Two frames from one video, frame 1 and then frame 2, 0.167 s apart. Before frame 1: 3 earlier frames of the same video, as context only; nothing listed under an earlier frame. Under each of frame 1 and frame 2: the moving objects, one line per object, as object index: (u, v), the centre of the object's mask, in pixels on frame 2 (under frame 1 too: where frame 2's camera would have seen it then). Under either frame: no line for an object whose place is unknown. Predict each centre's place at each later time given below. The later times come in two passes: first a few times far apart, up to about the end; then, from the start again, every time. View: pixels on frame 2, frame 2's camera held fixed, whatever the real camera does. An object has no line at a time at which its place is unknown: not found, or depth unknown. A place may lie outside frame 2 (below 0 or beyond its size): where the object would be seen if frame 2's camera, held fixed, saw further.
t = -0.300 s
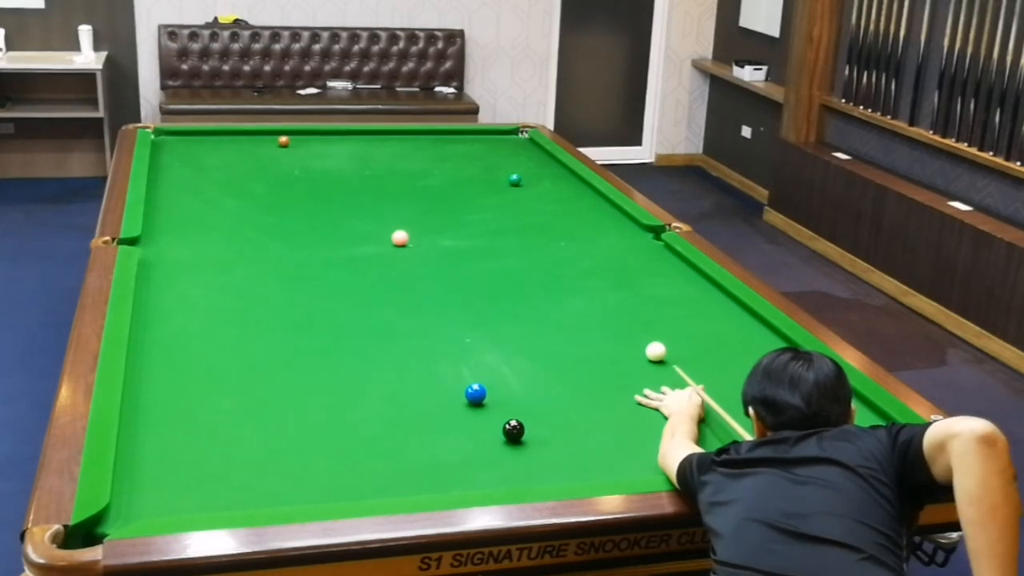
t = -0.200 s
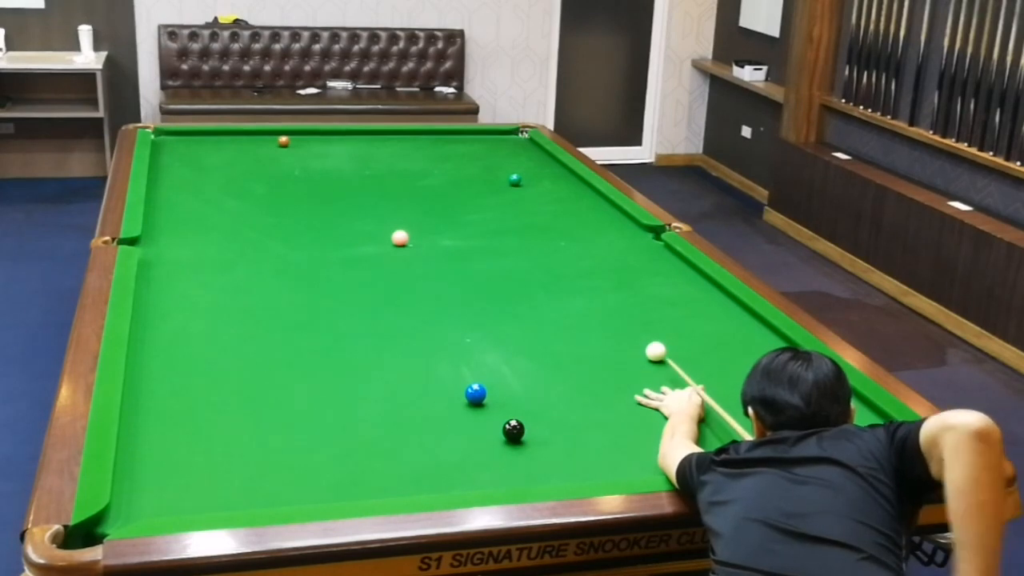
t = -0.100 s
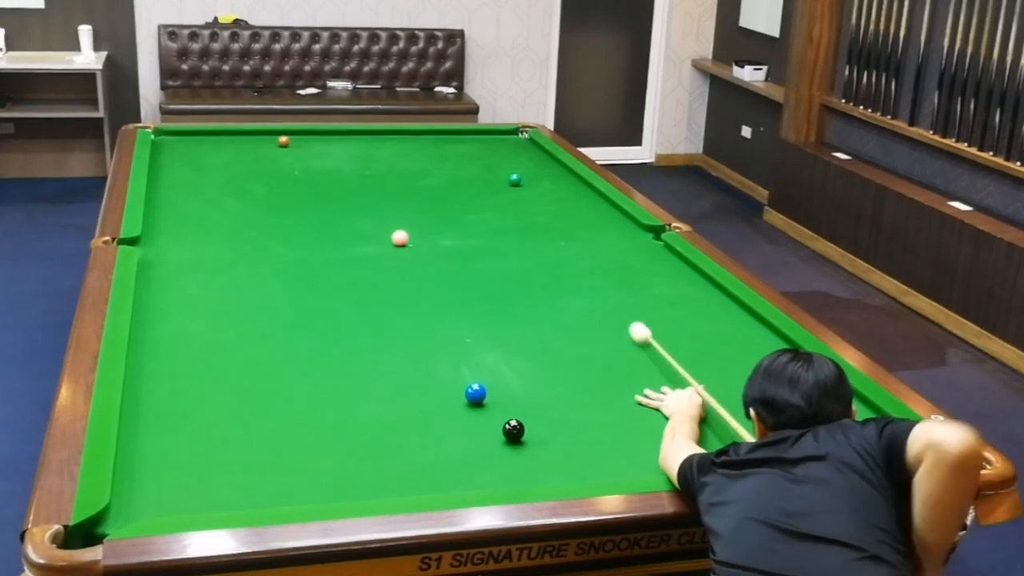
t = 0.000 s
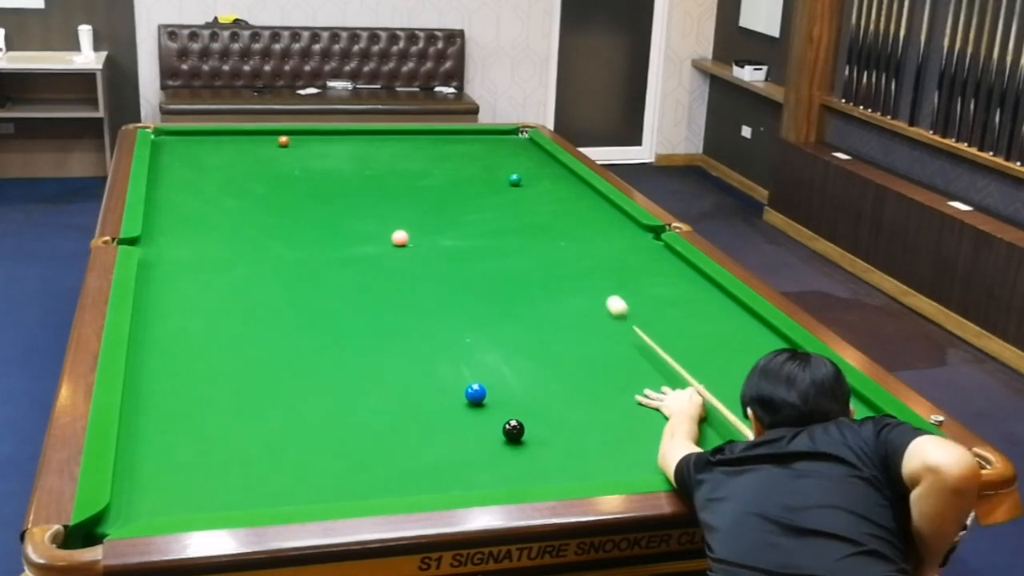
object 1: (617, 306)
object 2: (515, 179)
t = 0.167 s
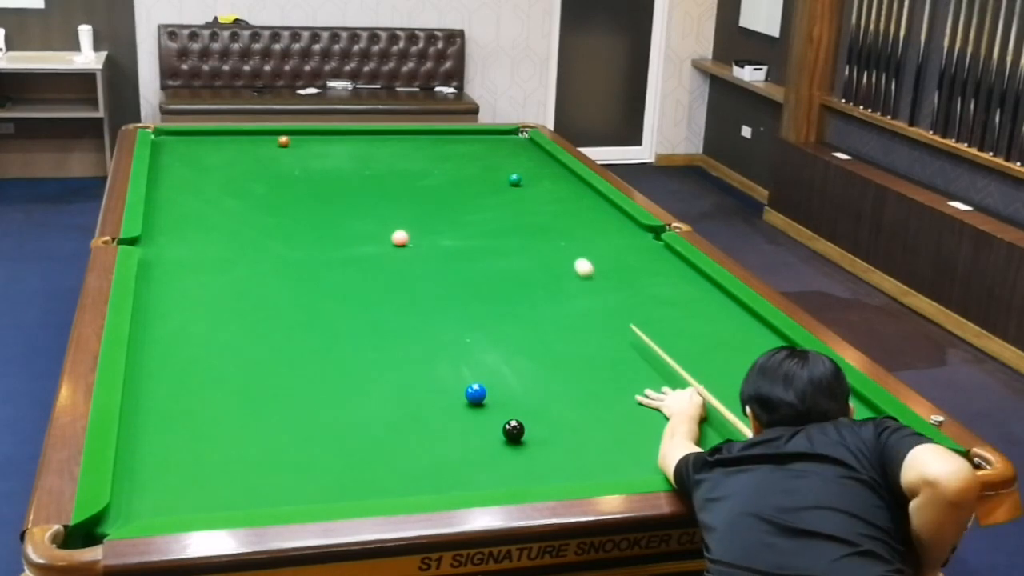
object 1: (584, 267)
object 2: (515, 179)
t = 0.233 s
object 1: (572, 254)
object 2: (515, 179)
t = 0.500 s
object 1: (532, 208)
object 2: (515, 179)
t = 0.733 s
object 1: (498, 179)
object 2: (521, 177)
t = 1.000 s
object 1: (437, 162)
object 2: (550, 163)
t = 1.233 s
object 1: (390, 149)
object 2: (533, 156)
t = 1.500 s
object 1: (342, 134)
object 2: (503, 149)
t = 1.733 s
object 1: (319, 138)
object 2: (478, 144)
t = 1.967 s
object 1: (299, 146)
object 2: (455, 137)
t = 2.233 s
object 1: (275, 156)
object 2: (430, 132)
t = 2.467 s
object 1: (254, 165)
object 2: (417, 134)
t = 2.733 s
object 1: (229, 176)
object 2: (404, 138)
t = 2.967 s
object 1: (206, 186)
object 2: (393, 141)
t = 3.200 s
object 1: (181, 197)
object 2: (383, 145)
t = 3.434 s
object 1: (156, 208)
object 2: (373, 148)
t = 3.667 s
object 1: (161, 216)
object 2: (363, 151)
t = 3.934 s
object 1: (176, 226)
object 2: (352, 154)
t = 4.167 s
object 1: (189, 235)
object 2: (342, 157)
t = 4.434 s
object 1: (205, 244)
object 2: (333, 159)
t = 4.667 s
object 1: (218, 253)
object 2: (324, 162)
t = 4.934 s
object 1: (234, 261)
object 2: (316, 164)
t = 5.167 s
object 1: (247, 270)
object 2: (308, 166)
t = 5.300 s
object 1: (254, 274)
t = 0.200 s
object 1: (577, 260)
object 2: (515, 179)
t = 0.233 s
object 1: (572, 254)
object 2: (515, 179)
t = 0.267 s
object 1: (566, 247)
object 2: (515, 179)
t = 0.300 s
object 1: (561, 241)
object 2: (515, 179)
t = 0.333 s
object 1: (555, 235)
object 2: (515, 179)
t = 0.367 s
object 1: (550, 229)
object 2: (515, 179)
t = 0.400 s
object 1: (546, 224)
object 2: (515, 179)
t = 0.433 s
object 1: (541, 218)
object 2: (515, 179)
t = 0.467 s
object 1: (536, 213)
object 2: (515, 179)
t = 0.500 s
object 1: (532, 208)
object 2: (515, 179)
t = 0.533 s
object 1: (528, 203)
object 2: (515, 179)
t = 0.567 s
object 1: (523, 198)
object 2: (515, 179)
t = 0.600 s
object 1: (520, 193)
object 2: (514, 179)
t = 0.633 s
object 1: (516, 189)
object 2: (514, 178)
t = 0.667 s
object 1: (512, 185)
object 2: (515, 177)
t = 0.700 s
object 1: (506, 181)
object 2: (517, 178)
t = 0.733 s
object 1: (498, 179)
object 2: (521, 177)
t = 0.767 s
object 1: (489, 177)
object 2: (525, 175)
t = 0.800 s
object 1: (481, 175)
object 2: (530, 173)
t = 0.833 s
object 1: (473, 173)
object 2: (534, 171)
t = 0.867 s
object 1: (465, 171)
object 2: (537, 169)
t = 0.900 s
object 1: (458, 169)
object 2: (541, 168)
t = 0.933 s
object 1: (451, 167)
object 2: (544, 166)
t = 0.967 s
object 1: (444, 165)
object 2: (547, 165)
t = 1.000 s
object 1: (437, 162)
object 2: (550, 163)
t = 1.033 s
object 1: (430, 160)
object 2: (553, 162)
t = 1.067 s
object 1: (423, 158)
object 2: (554, 161)
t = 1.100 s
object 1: (416, 157)
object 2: (550, 159)
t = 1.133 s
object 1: (410, 154)
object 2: (545, 159)
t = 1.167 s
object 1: (403, 152)
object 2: (542, 158)
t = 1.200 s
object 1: (397, 151)
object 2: (538, 157)
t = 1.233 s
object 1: (390, 149)
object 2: (533, 156)
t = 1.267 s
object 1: (384, 147)
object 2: (530, 155)
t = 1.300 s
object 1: (378, 145)
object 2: (526, 154)
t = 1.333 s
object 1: (372, 143)
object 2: (522, 153)
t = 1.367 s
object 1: (366, 141)
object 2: (518, 153)
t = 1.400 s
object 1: (360, 139)
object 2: (514, 152)
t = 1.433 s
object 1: (354, 137)
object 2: (510, 151)
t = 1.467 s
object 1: (348, 136)
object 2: (507, 150)
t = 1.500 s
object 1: (342, 134)
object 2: (503, 149)
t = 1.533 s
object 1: (337, 132)
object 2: (499, 148)
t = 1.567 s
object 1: (332, 131)
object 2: (495, 147)
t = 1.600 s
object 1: (330, 132)
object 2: (492, 146)
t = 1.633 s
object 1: (327, 133)
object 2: (489, 146)
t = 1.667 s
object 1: (325, 135)
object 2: (485, 145)
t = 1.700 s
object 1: (322, 136)
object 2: (481, 144)
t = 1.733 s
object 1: (319, 138)
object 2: (478, 144)
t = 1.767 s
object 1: (316, 139)
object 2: (474, 143)
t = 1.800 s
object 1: (313, 140)
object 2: (471, 142)
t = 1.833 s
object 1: (310, 141)
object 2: (468, 141)
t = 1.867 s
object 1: (308, 142)
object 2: (464, 140)
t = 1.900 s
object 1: (305, 143)
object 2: (461, 139)
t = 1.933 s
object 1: (302, 145)
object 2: (458, 138)
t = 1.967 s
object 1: (299, 146)
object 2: (455, 137)
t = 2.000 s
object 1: (296, 147)
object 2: (451, 137)
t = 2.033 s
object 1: (294, 148)
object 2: (448, 136)
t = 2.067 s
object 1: (291, 149)
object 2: (445, 135)
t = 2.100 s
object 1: (287, 151)
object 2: (442, 134)
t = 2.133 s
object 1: (285, 152)
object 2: (439, 134)
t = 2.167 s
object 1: (282, 153)
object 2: (436, 133)
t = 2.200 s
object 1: (279, 154)
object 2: (433, 133)
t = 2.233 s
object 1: (275, 156)
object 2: (430, 132)
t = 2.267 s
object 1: (273, 157)
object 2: (428, 132)
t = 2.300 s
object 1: (270, 158)
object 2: (426, 132)
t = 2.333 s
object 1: (266, 160)
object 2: (424, 133)
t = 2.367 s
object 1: (263, 161)
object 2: (422, 133)
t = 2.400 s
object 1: (260, 162)
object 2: (421, 134)
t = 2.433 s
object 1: (257, 164)
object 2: (419, 134)
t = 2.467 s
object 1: (254, 165)
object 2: (417, 134)
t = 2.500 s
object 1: (251, 166)
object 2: (416, 135)
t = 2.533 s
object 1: (248, 168)
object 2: (414, 135)
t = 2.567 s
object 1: (245, 169)
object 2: (413, 136)
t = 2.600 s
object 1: (242, 171)
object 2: (411, 137)
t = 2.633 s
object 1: (239, 172)
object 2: (409, 137)
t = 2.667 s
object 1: (235, 173)
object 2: (408, 137)
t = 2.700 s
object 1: (232, 175)
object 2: (406, 138)
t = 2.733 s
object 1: (229, 176)
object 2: (404, 138)
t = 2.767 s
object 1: (226, 177)
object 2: (403, 139)
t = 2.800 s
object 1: (222, 179)
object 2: (401, 139)
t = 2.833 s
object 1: (219, 180)
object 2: (400, 140)
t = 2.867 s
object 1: (216, 182)
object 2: (398, 140)
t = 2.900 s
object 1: (212, 183)
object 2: (397, 141)
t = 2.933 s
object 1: (209, 185)
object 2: (395, 141)
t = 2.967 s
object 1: (206, 186)
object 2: (393, 141)
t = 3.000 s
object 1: (202, 188)
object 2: (392, 142)
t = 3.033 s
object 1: (199, 189)
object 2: (390, 142)
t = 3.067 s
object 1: (195, 191)
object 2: (389, 143)
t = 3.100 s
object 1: (192, 192)
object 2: (388, 143)
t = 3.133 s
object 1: (188, 194)
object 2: (386, 144)
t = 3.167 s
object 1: (185, 195)
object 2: (385, 144)
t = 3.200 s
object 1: (181, 197)
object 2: (383, 145)
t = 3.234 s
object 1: (178, 198)
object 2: (382, 145)
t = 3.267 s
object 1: (174, 199)
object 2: (380, 145)
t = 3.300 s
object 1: (171, 201)
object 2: (379, 146)
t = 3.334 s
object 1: (167, 203)
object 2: (377, 147)
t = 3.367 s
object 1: (163, 205)
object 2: (376, 147)
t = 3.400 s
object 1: (160, 206)
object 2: (374, 147)
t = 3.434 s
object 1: (156, 208)
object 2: (373, 148)
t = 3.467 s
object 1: (153, 209)
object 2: (371, 148)
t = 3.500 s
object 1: (152, 210)
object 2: (370, 148)
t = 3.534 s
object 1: (154, 212)
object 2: (368, 149)
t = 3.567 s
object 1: (155, 213)
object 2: (367, 149)
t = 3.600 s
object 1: (157, 214)
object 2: (365, 150)
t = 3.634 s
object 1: (159, 216)
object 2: (364, 150)
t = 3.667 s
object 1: (161, 216)
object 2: (363, 151)
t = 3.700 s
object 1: (163, 218)
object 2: (361, 151)
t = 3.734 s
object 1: (164, 219)
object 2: (360, 151)
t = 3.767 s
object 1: (167, 220)
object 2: (359, 152)
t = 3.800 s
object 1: (169, 222)
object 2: (357, 153)
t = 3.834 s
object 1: (170, 223)
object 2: (356, 153)
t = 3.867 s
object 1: (172, 224)
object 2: (354, 153)
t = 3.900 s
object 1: (174, 225)
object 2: (353, 153)
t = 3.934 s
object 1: (176, 226)
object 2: (352, 154)
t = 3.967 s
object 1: (178, 228)
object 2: (351, 154)
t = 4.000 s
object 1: (180, 229)
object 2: (349, 155)
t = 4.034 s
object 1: (182, 230)
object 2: (348, 155)
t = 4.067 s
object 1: (184, 231)
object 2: (347, 155)
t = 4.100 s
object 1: (186, 232)
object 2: (345, 156)
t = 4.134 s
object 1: (187, 234)
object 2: (344, 156)
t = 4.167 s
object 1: (189, 235)
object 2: (342, 157)
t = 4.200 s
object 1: (191, 236)
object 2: (341, 157)
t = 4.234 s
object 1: (193, 237)
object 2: (340, 157)
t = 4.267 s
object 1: (195, 238)
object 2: (339, 158)
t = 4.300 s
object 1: (197, 239)
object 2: (338, 158)
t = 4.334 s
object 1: (199, 240)
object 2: (336, 158)
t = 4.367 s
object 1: (201, 242)
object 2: (335, 158)
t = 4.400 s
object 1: (203, 243)
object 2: (334, 159)
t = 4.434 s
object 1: (205, 244)
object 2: (333, 159)
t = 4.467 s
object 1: (207, 246)
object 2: (331, 160)
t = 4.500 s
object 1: (209, 247)
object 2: (330, 160)
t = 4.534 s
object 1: (210, 248)
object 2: (329, 160)
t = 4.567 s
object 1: (213, 249)
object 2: (328, 161)
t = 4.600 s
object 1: (214, 250)
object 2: (327, 161)
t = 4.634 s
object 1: (216, 251)
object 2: (326, 161)
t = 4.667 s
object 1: (218, 253)
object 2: (324, 162)
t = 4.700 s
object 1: (220, 254)
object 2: (323, 162)
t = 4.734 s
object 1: (222, 255)
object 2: (322, 162)
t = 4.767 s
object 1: (224, 256)
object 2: (321, 163)
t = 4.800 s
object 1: (226, 257)
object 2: (320, 163)
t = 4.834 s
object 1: (228, 258)
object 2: (319, 163)
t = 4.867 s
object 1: (230, 259)
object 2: (318, 163)
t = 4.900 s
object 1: (232, 261)
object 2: (317, 164)
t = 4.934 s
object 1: (234, 261)
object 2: (316, 164)
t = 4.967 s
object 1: (236, 263)
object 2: (314, 164)
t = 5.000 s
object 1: (238, 264)
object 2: (313, 165)
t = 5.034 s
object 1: (239, 265)
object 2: (312, 165)
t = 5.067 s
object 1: (241, 266)
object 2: (312, 165)
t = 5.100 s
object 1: (243, 267)
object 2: (310, 165)
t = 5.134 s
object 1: (245, 269)
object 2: (309, 166)
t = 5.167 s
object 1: (247, 270)
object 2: (308, 166)
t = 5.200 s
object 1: (248, 271)
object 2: (308, 166)
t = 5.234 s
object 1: (250, 272)
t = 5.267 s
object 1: (252, 273)
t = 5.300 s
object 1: (254, 274)
